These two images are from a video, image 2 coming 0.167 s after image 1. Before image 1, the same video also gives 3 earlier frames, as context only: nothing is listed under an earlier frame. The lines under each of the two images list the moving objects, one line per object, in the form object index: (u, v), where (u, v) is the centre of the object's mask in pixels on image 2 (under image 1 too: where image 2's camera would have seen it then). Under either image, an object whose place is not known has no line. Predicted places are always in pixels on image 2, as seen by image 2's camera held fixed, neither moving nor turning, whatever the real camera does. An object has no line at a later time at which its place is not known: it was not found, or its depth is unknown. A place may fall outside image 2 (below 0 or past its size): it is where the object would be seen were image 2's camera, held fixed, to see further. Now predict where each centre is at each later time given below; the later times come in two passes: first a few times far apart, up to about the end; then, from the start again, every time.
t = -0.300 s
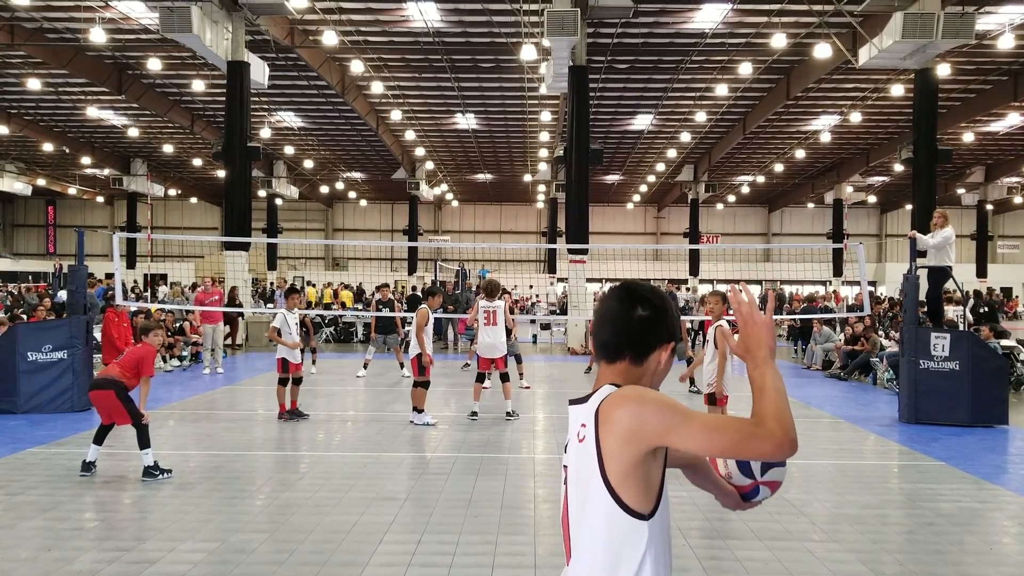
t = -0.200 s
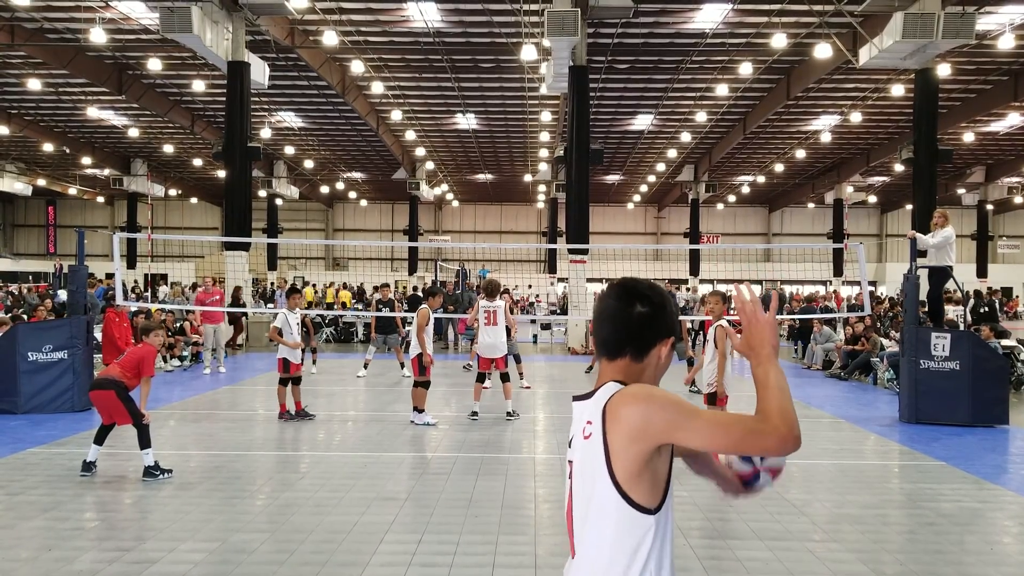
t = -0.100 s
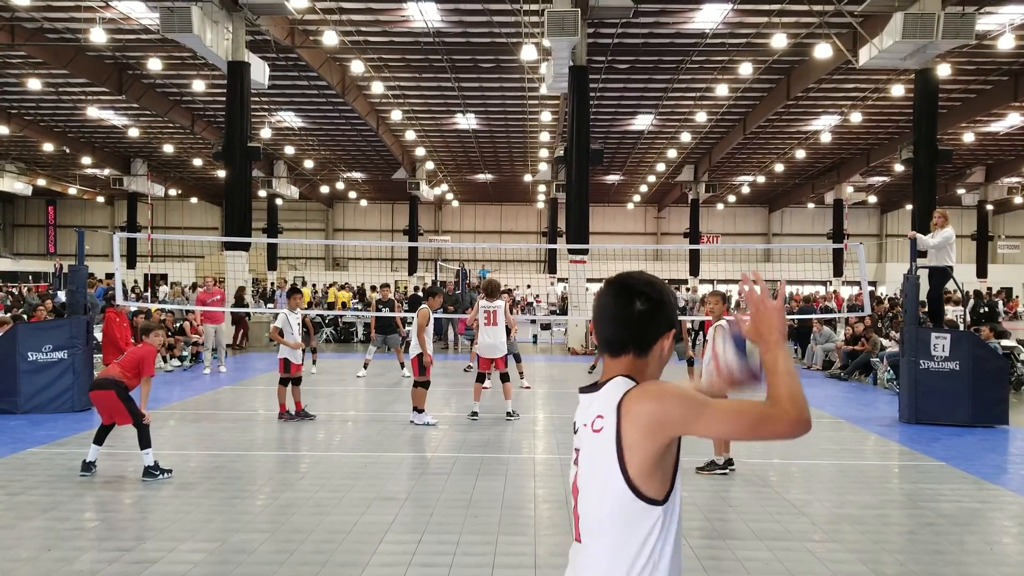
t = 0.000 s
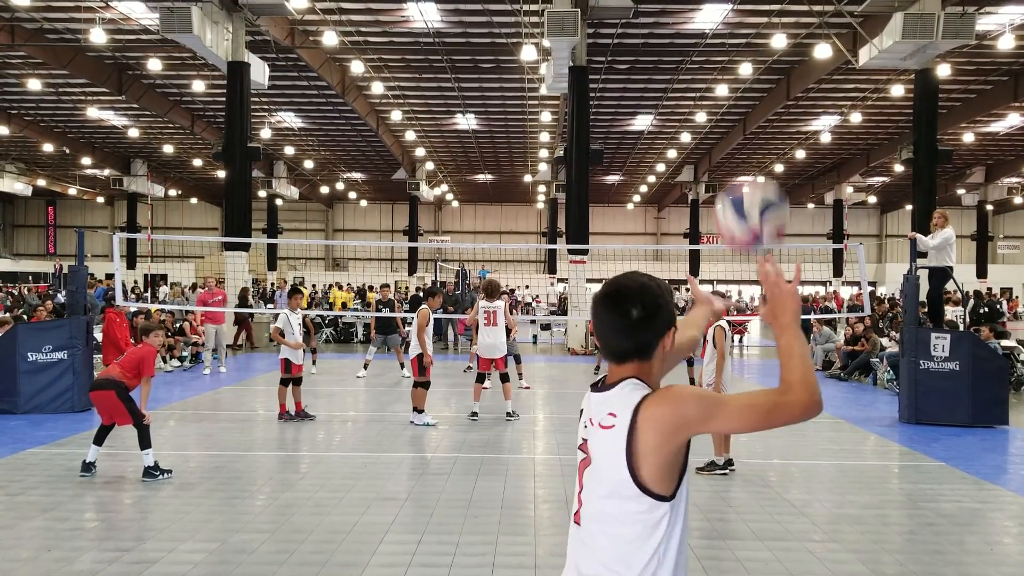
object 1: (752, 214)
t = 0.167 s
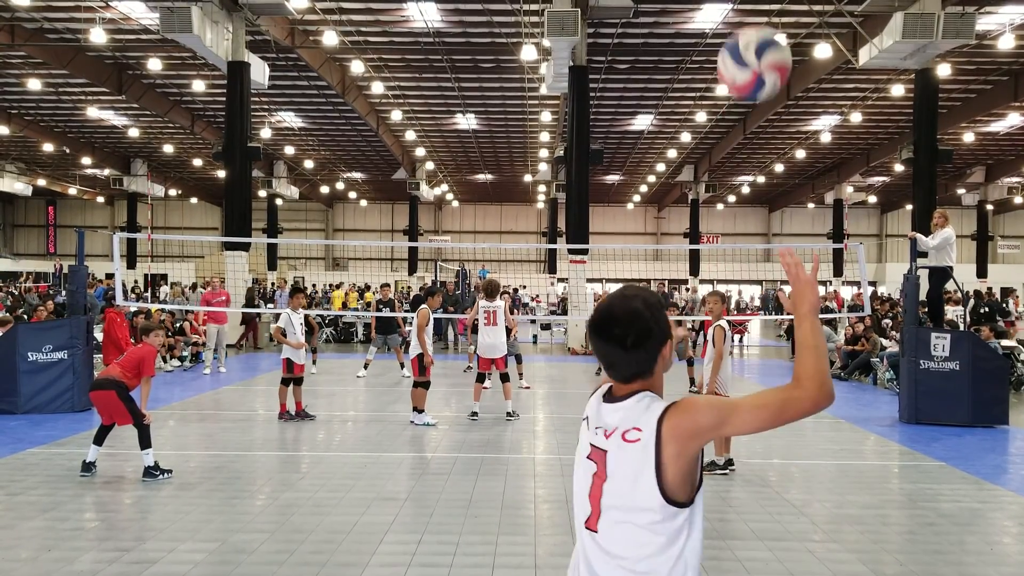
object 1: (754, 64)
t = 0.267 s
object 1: (754, 25)
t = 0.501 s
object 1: (754, 33)
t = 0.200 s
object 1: (755, 46)
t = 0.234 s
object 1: (755, 31)
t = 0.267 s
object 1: (754, 25)
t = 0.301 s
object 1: (754, 20)
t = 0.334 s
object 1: (754, 18)
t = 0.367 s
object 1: (754, 17)
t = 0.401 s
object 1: (754, 18)
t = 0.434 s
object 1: (754, 21)
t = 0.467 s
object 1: (754, 26)
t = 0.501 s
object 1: (754, 33)
